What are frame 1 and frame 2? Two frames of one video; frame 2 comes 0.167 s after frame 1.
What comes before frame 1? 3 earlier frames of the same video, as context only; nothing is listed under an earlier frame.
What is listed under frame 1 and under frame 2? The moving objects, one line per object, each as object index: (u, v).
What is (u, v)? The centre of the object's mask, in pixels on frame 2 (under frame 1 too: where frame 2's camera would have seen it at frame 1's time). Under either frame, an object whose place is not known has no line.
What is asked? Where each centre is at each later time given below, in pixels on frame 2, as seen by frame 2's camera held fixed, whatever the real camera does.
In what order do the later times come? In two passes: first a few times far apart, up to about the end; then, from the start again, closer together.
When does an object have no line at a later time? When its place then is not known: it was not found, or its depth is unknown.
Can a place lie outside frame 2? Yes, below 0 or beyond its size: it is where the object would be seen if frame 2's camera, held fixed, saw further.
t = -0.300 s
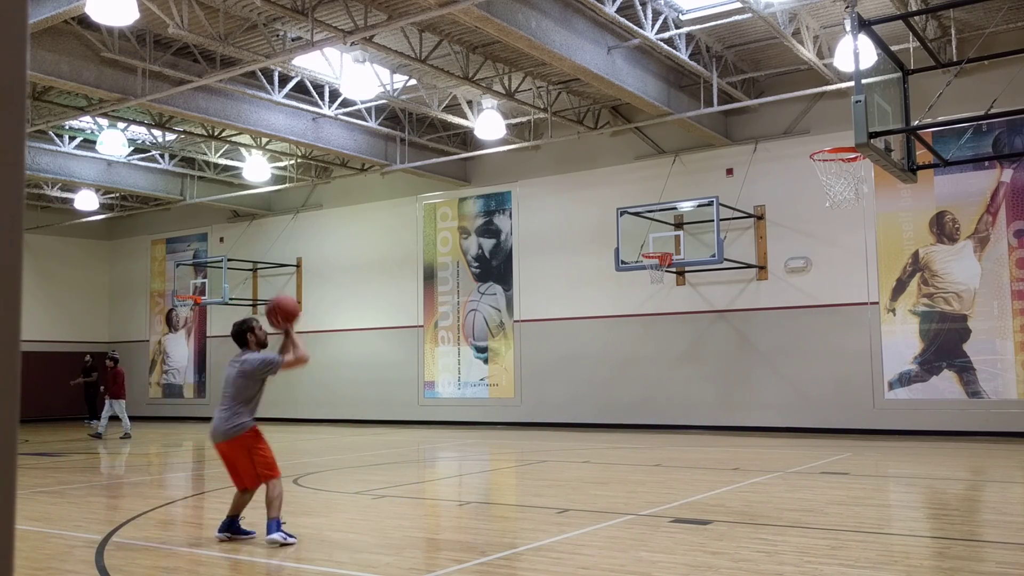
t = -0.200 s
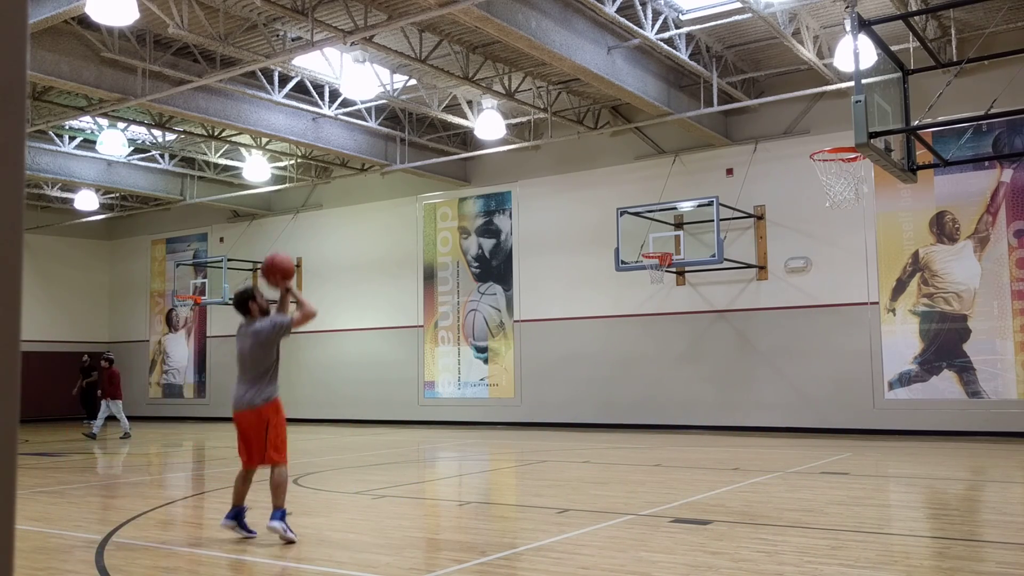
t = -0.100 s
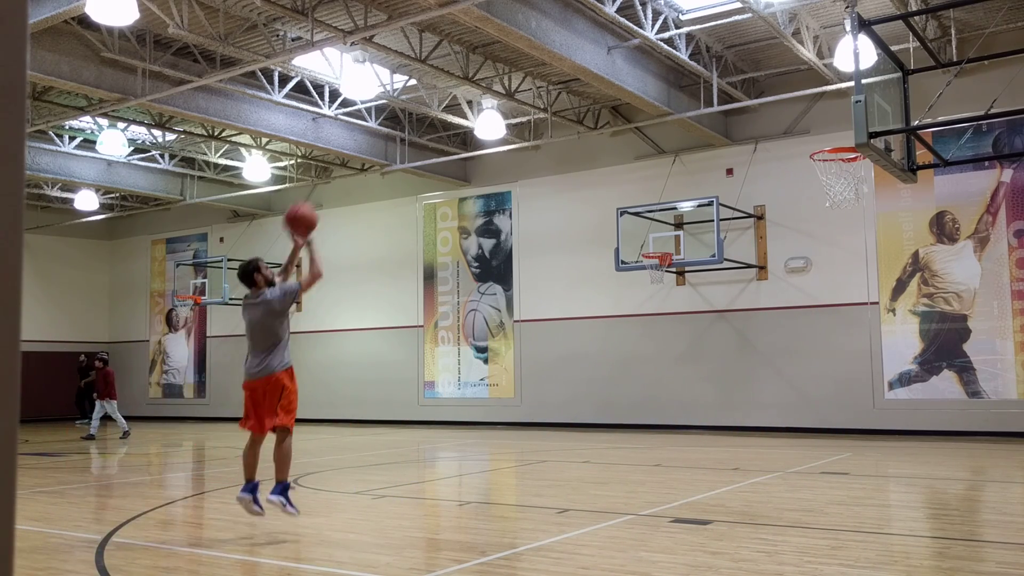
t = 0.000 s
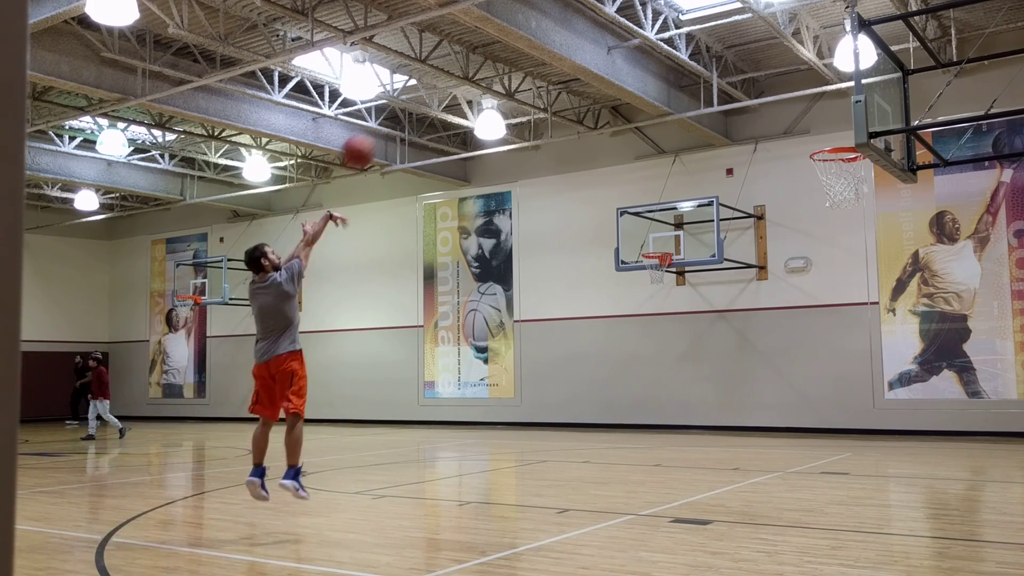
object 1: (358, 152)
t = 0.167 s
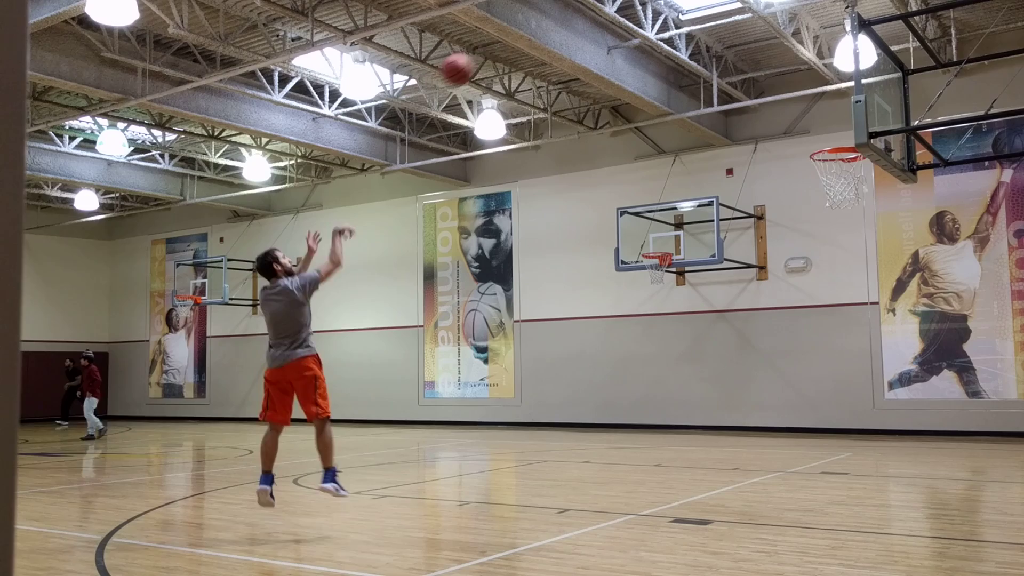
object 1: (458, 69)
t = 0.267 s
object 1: (512, 39)
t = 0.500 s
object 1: (629, 18)
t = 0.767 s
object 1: (751, 69)
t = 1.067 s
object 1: (861, 184)
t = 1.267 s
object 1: (869, 227)
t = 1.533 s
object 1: (884, 354)
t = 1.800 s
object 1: (888, 435)
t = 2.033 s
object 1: (864, 350)
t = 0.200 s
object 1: (476, 58)
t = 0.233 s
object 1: (494, 48)
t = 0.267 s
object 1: (512, 39)
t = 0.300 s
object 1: (530, 32)
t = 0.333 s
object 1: (547, 26)
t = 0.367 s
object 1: (564, 22)
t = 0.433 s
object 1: (596, 18)
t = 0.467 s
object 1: (613, 17)
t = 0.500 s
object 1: (629, 18)
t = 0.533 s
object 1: (645, 20)
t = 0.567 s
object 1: (661, 24)
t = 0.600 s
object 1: (675, 28)
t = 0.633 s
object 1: (692, 35)
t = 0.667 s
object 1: (707, 41)
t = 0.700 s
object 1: (722, 49)
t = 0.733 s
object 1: (736, 58)
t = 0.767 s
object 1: (751, 69)
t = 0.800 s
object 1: (766, 80)
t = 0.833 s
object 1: (780, 92)
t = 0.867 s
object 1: (796, 107)
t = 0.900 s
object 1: (809, 120)
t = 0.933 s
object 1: (823, 135)
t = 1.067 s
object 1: (861, 184)
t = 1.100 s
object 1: (862, 188)
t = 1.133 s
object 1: (864, 193)
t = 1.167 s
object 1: (865, 199)
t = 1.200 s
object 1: (866, 208)
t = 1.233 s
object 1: (868, 217)
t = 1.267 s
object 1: (869, 227)
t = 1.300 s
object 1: (871, 239)
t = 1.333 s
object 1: (873, 252)
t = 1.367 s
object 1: (874, 266)
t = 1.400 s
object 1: (876, 282)
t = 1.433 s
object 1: (878, 299)
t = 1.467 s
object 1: (880, 316)
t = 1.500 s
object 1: (882, 335)
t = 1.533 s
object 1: (884, 354)
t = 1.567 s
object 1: (886, 377)
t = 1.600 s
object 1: (889, 400)
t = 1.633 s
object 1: (892, 423)
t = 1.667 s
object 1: (894, 448)
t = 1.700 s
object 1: (897, 474)
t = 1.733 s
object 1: (895, 469)
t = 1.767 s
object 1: (891, 450)
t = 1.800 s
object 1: (888, 435)
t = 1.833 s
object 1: (885, 419)
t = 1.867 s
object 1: (881, 405)
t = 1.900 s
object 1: (877, 391)
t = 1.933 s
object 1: (874, 378)
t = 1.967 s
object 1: (871, 368)
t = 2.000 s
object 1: (868, 359)
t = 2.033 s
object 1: (864, 350)
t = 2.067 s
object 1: (861, 343)
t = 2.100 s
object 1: (858, 337)
